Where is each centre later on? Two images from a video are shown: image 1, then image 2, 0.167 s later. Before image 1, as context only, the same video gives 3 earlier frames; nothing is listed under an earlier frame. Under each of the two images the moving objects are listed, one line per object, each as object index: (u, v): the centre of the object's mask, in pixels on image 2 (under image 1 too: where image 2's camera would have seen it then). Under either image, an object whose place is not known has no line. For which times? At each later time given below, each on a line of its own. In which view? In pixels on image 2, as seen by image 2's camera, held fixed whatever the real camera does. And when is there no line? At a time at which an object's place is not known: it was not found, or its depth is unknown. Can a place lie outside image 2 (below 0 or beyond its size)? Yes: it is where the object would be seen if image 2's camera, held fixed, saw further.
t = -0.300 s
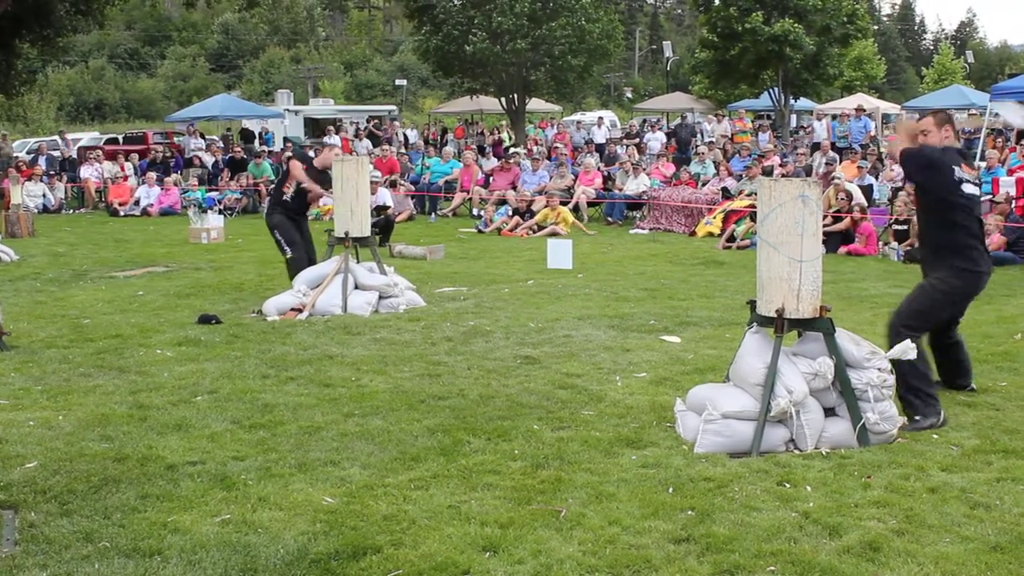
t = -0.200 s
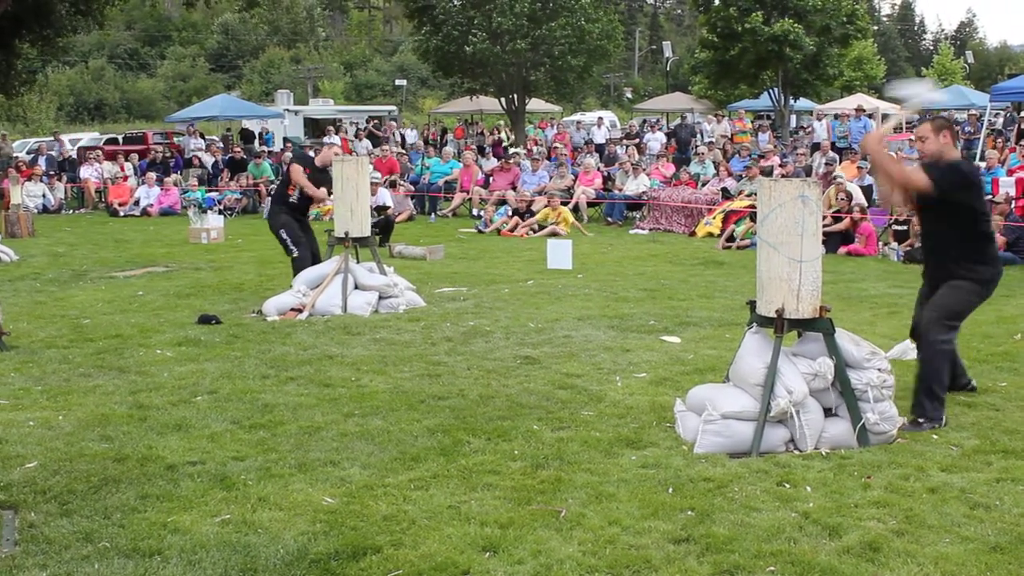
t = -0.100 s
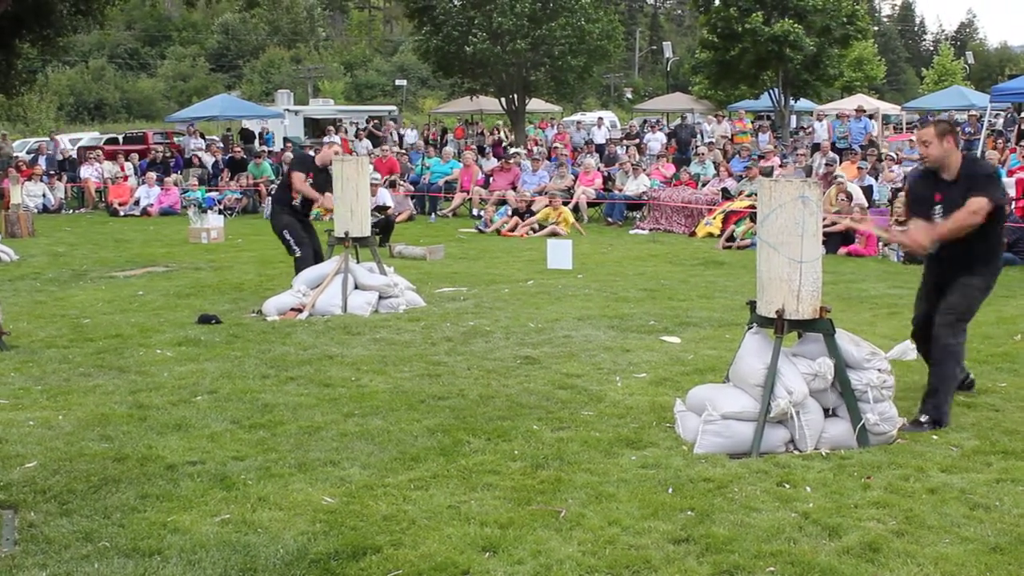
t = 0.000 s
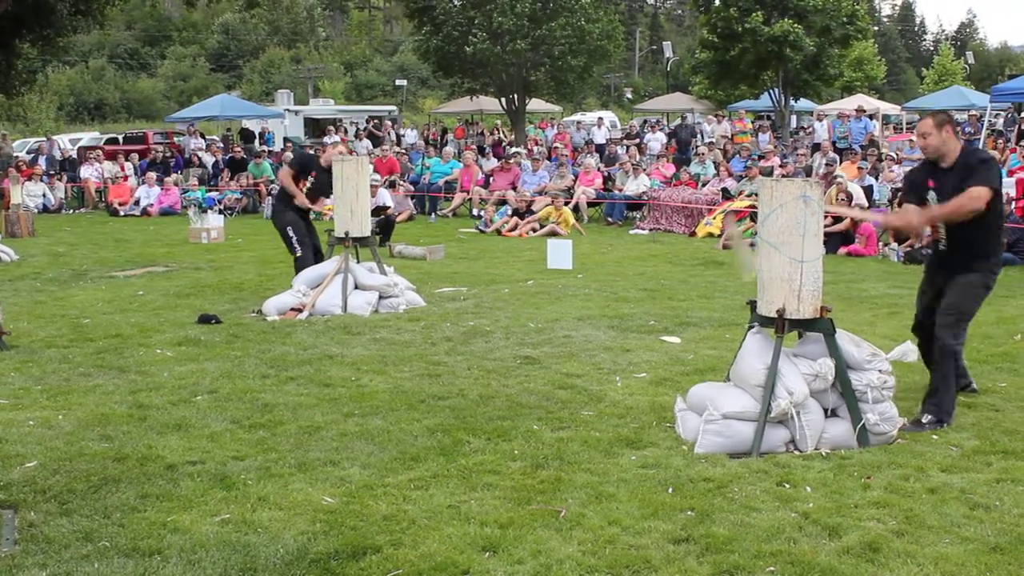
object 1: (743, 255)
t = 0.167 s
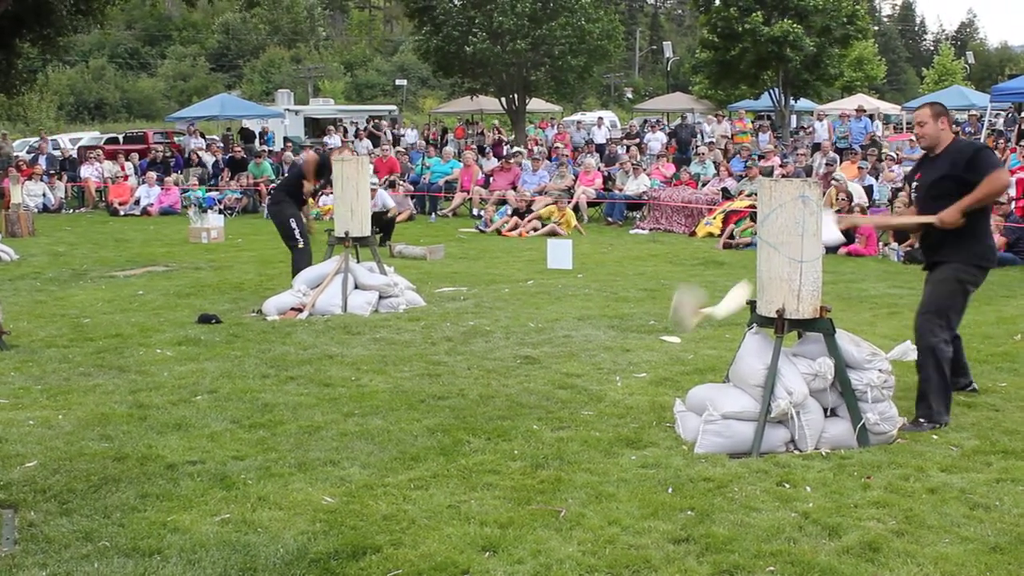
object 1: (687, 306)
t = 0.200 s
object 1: (676, 322)
